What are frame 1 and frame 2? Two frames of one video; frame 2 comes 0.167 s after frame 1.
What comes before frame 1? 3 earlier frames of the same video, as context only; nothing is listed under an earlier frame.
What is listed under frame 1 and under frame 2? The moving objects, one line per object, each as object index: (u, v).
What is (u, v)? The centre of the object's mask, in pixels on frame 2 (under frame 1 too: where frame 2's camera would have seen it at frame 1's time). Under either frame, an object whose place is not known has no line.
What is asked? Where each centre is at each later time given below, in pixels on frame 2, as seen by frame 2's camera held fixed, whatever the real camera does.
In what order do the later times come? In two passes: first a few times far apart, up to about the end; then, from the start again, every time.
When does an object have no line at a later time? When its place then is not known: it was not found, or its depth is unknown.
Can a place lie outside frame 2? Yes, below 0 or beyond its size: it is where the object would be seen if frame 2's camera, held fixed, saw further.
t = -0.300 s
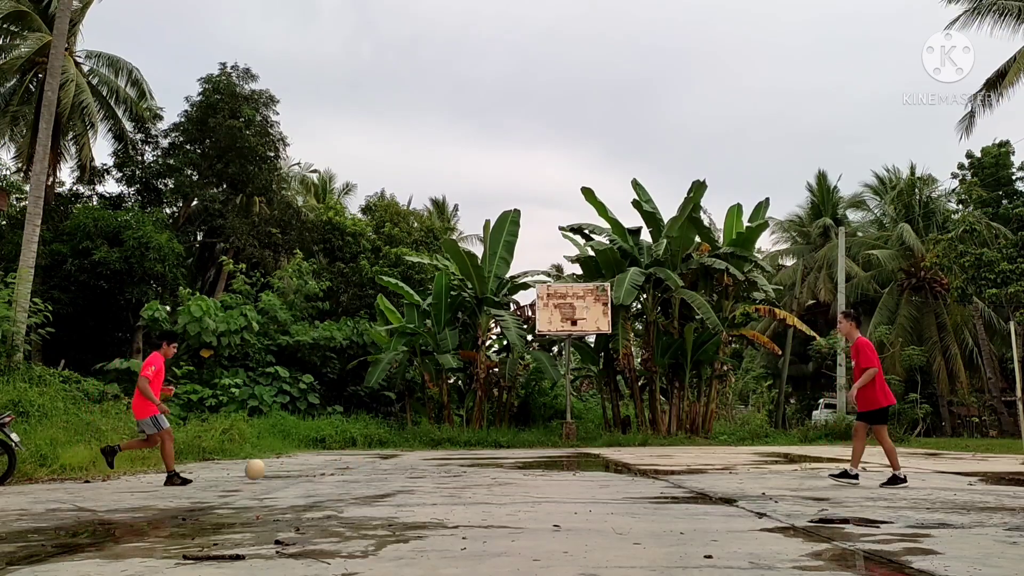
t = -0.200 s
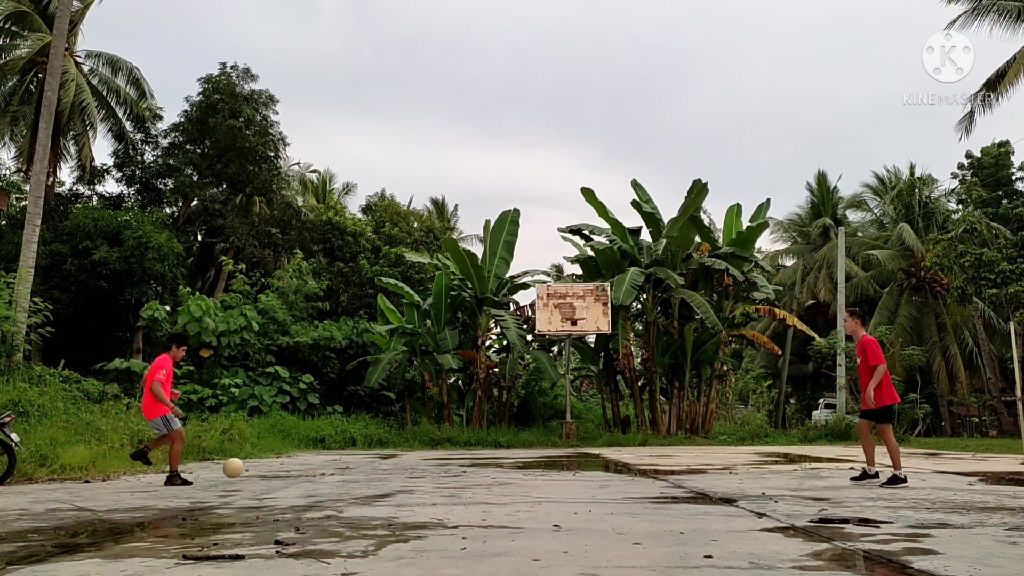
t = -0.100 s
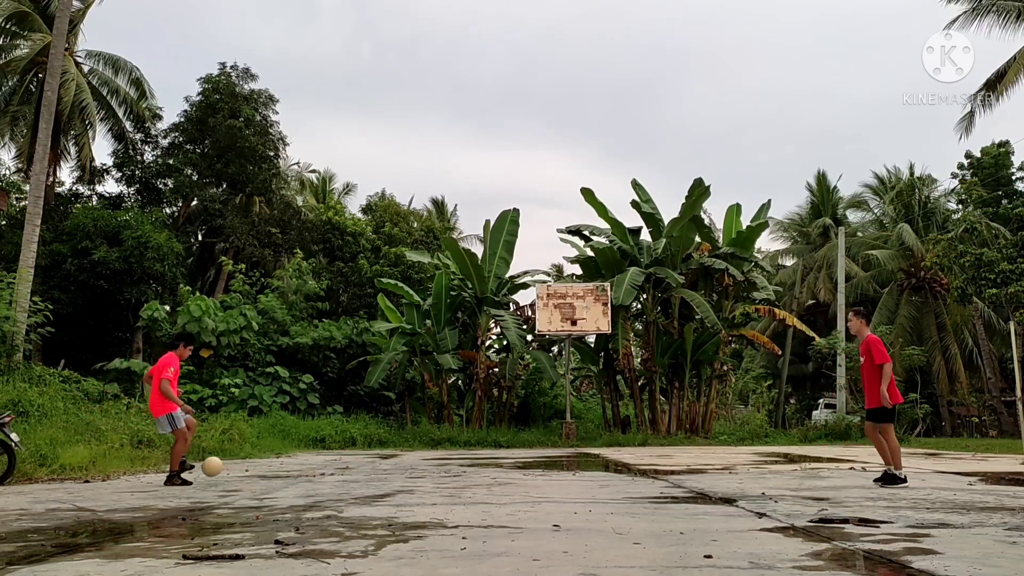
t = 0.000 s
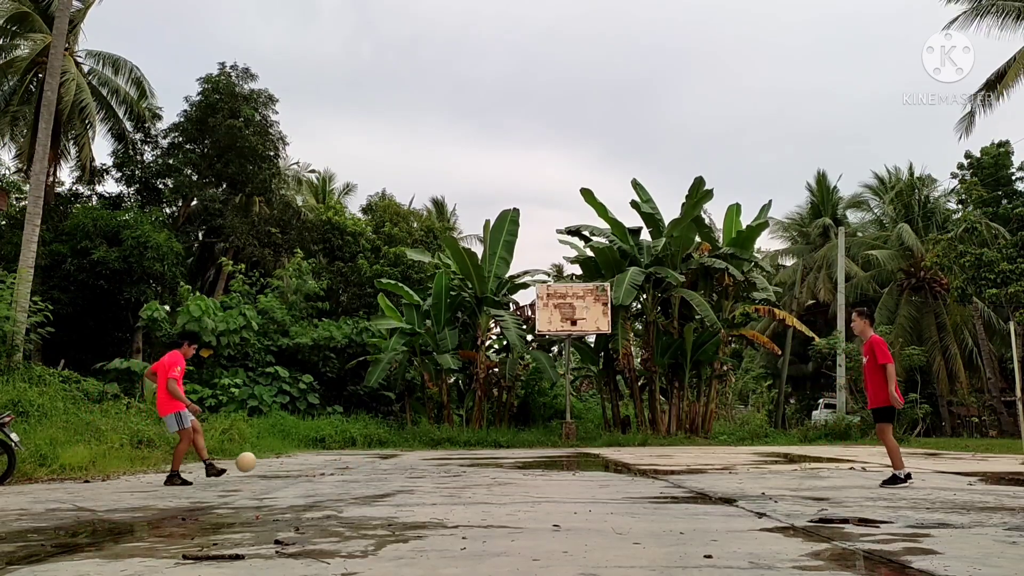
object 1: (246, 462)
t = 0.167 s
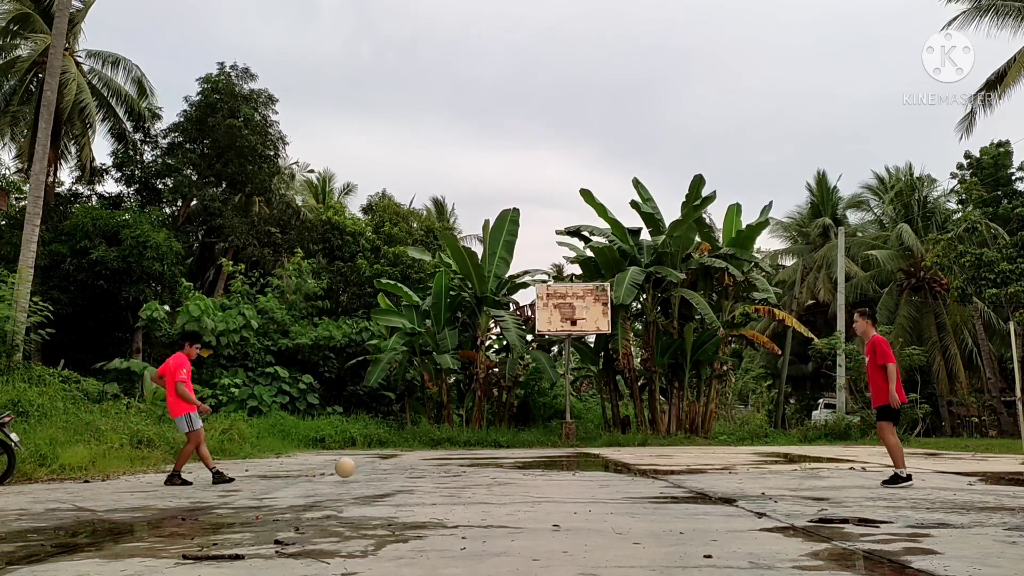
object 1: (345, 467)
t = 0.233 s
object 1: (382, 471)
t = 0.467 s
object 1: (491, 473)
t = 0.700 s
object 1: (569, 474)
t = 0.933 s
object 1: (648, 474)
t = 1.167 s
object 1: (728, 476)
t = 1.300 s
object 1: (775, 477)
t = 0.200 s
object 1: (365, 472)
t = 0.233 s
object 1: (382, 471)
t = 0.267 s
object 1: (398, 468)
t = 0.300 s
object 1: (413, 466)
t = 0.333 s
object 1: (429, 465)
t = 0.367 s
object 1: (444, 466)
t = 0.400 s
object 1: (460, 467)
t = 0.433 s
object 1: (475, 470)
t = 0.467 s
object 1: (491, 473)
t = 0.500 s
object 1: (503, 472)
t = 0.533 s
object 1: (513, 469)
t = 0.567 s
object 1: (524, 468)
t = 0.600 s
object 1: (536, 467)
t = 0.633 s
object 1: (547, 469)
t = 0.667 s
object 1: (558, 471)
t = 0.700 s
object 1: (569, 474)
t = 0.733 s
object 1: (580, 474)
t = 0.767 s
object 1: (591, 472)
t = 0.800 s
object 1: (602, 472)
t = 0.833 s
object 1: (614, 473)
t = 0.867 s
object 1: (625, 475)
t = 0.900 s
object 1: (636, 476)
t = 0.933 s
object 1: (648, 474)
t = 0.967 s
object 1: (659, 474)
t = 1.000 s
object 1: (671, 475)
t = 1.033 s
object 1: (683, 477)
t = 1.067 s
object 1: (694, 476)
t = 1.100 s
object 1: (705, 475)
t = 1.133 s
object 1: (716, 475)
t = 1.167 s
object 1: (728, 476)
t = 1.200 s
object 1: (740, 476)
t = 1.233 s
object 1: (752, 478)
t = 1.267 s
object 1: (764, 477)
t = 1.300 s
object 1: (775, 477)
